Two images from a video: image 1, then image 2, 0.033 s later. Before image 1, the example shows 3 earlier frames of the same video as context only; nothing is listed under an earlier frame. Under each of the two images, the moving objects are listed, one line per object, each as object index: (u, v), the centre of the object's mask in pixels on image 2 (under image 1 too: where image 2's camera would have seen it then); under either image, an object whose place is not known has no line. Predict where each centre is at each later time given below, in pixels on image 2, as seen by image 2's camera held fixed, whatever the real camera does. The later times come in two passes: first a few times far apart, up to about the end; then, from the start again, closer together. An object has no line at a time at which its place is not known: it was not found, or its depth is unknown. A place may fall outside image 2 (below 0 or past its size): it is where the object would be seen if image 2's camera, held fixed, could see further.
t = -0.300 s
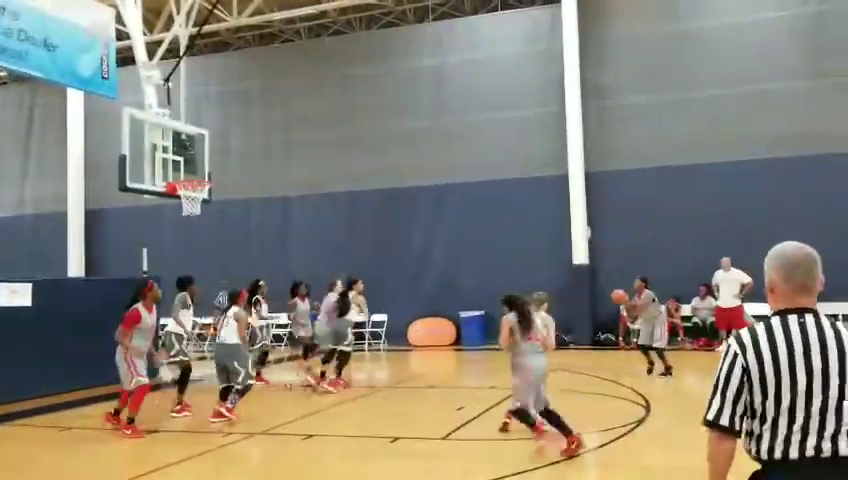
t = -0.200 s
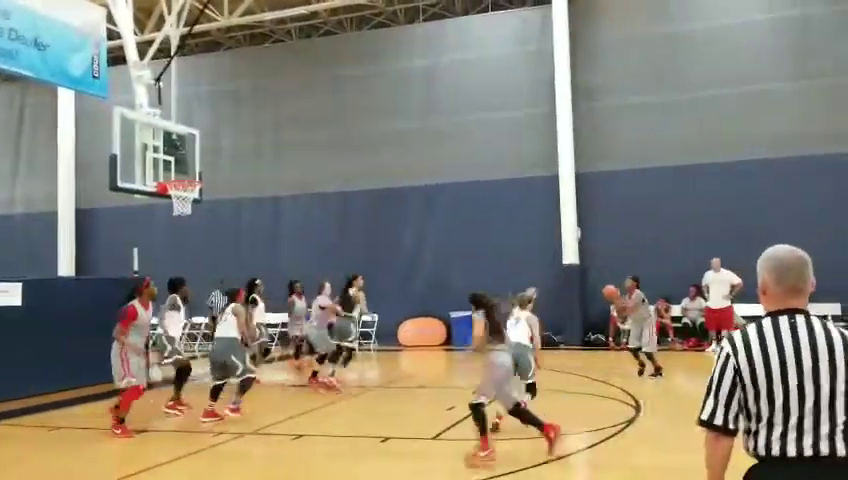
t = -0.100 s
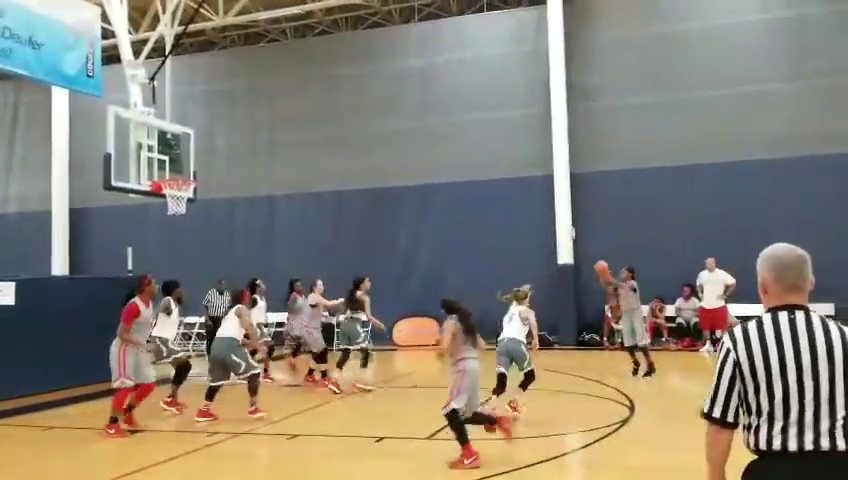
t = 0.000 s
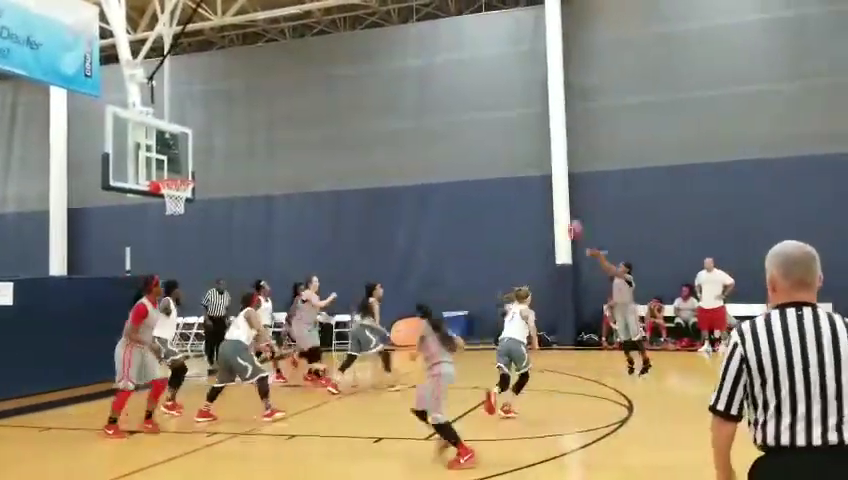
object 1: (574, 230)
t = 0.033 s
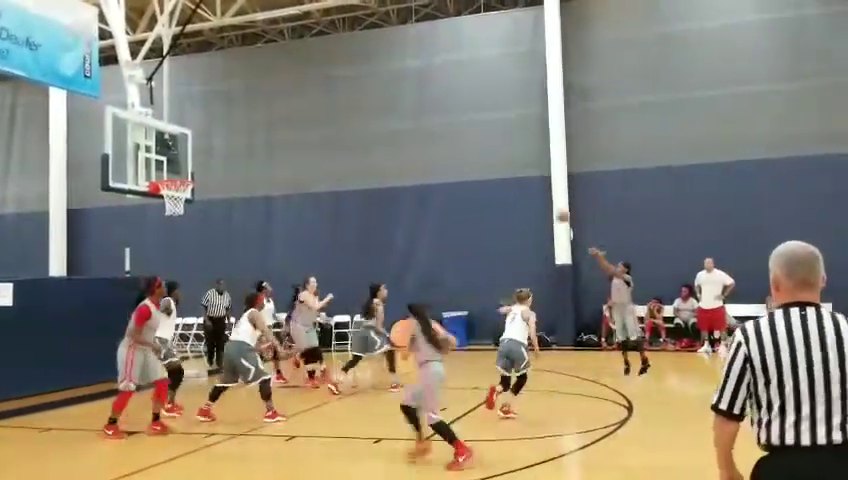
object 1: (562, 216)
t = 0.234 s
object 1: (499, 151)
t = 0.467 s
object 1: (425, 103)
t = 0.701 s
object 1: (349, 91)
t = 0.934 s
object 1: (276, 108)
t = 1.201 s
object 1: (194, 171)
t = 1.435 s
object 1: (180, 142)
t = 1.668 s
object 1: (171, 150)
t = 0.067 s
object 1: (550, 202)
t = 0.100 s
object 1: (541, 191)
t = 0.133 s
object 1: (534, 181)
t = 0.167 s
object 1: (519, 172)
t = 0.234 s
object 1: (499, 151)
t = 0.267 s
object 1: (488, 142)
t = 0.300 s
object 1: (478, 132)
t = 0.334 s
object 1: (464, 130)
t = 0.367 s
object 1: (456, 120)
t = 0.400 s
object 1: (443, 113)
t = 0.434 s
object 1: (435, 108)
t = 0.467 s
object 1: (425, 103)
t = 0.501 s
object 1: (410, 101)
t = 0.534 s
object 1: (402, 96)
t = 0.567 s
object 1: (392, 94)
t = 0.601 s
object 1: (382, 92)
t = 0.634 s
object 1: (371, 91)
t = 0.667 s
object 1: (360, 91)
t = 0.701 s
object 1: (349, 91)
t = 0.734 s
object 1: (339, 91)
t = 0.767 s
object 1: (328, 93)
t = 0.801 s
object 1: (317, 96)
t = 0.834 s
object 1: (306, 98)
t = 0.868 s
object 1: (295, 103)
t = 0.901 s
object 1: (284, 106)
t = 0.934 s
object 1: (276, 108)
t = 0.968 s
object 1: (262, 121)
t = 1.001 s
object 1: (251, 127)
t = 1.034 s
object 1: (240, 135)
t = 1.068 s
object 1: (229, 144)
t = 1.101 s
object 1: (217, 154)
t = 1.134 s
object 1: (207, 164)
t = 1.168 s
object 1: (195, 175)
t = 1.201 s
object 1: (194, 171)
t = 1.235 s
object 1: (194, 166)
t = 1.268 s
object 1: (192, 161)
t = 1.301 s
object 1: (189, 154)
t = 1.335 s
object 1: (187, 153)
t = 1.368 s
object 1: (181, 144)
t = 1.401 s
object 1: (181, 144)
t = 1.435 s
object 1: (180, 142)
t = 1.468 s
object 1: (180, 141)
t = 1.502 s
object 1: (178, 142)
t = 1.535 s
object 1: (178, 142)
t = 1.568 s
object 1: (178, 141)
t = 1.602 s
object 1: (174, 146)
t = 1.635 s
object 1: (173, 148)
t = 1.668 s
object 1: (171, 150)
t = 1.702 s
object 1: (170, 155)
